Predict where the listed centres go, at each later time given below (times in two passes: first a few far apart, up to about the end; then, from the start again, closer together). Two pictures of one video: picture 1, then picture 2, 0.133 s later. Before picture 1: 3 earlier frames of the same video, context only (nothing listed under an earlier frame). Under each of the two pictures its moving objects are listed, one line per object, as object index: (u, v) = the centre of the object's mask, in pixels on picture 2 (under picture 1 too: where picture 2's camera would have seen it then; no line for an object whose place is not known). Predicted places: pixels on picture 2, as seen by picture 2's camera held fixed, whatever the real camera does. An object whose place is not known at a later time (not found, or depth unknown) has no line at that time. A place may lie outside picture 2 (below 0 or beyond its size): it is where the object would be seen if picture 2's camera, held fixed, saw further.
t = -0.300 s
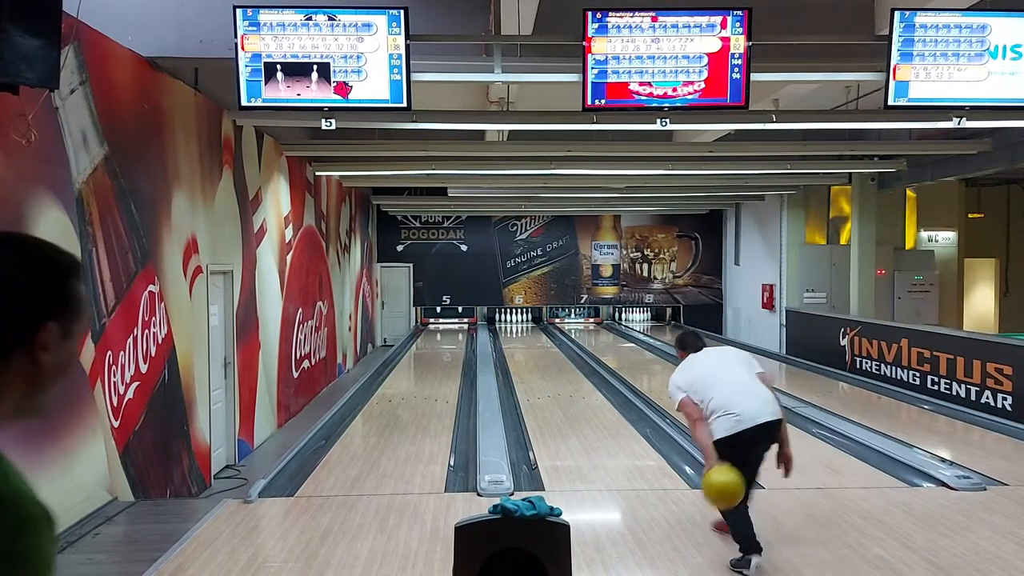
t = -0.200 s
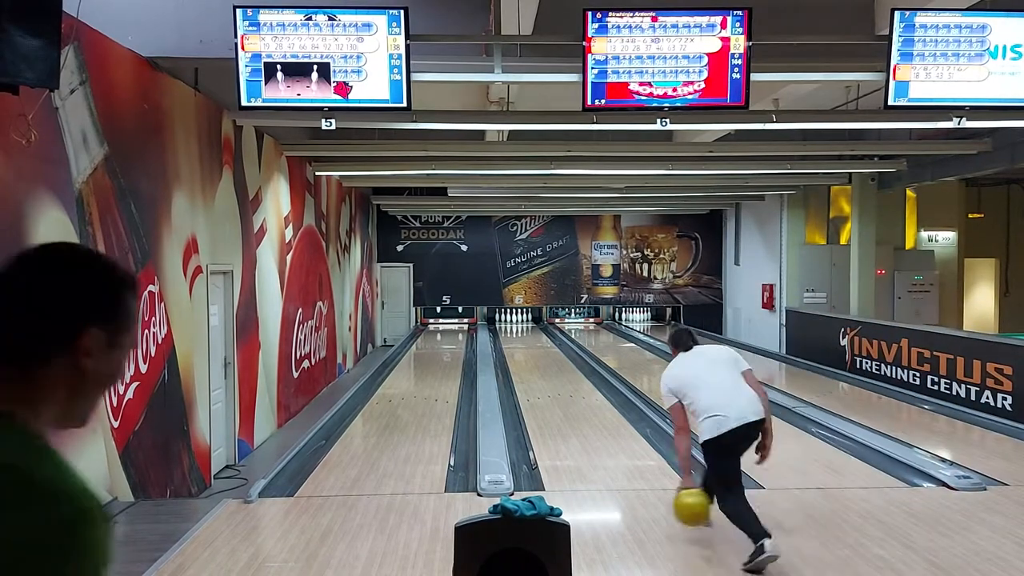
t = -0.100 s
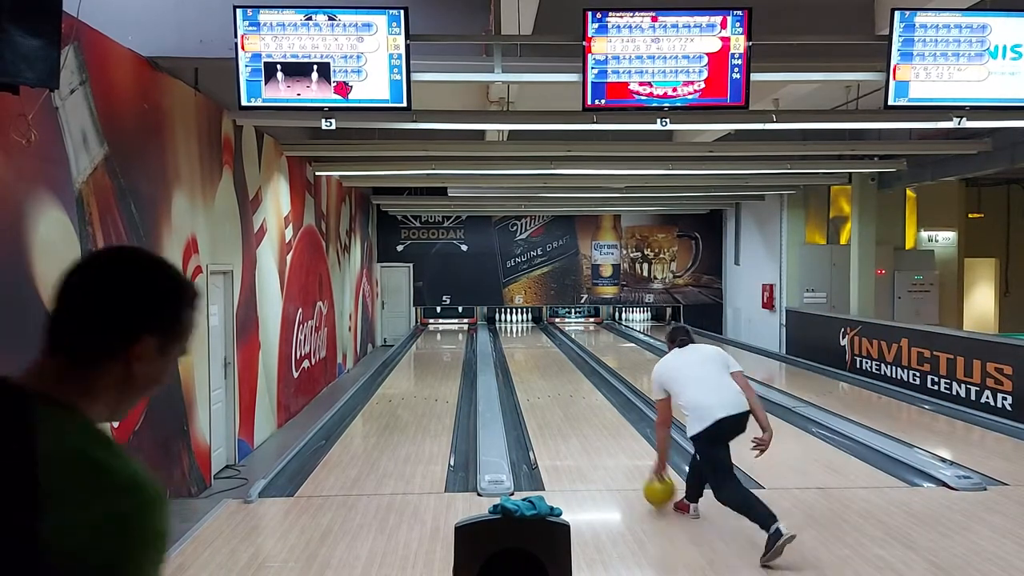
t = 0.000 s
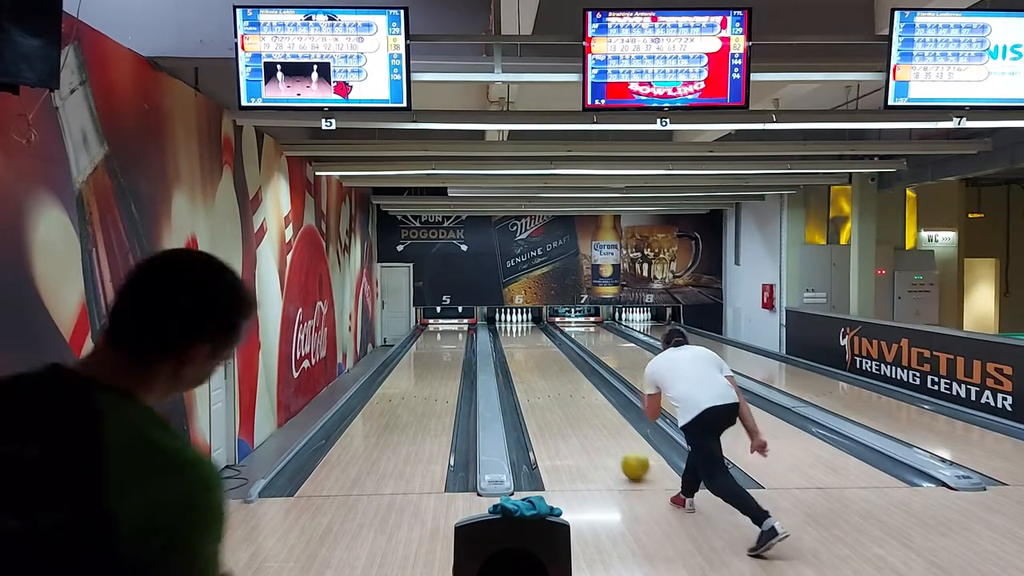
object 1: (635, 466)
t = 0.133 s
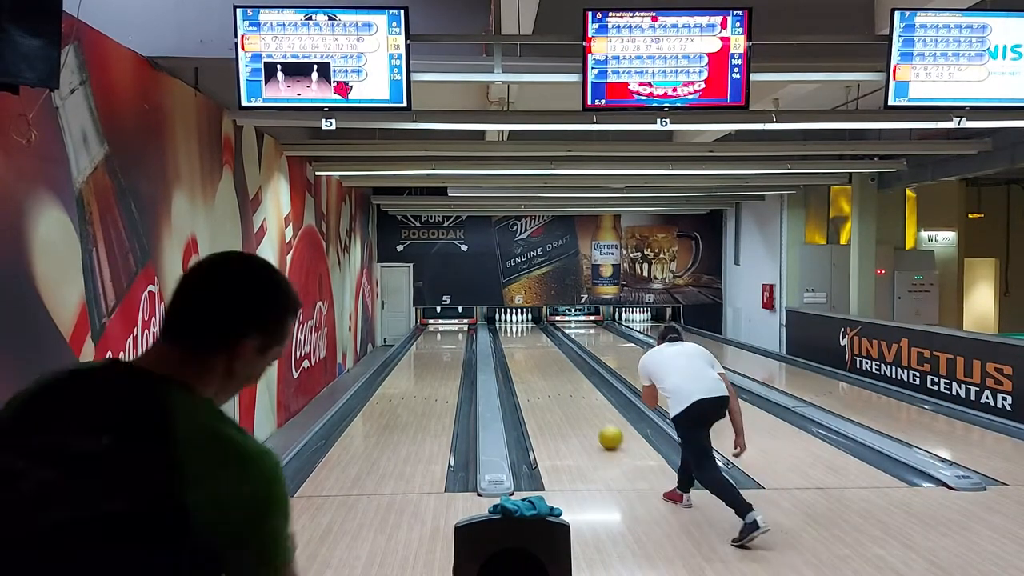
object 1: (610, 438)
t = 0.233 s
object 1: (596, 421)
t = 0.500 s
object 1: (570, 390)
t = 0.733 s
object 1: (554, 371)
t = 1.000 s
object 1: (541, 356)
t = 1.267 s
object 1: (531, 344)
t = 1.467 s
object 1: (526, 337)
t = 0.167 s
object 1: (605, 432)
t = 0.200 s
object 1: (601, 426)
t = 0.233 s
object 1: (596, 421)
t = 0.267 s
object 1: (592, 416)
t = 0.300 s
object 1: (588, 412)
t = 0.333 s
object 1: (585, 407)
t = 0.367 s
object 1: (581, 403)
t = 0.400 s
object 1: (578, 400)
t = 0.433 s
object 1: (575, 396)
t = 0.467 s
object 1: (572, 393)
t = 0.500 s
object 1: (570, 390)
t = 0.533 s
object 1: (567, 387)
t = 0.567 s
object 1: (564, 383)
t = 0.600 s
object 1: (562, 380)
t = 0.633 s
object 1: (560, 378)
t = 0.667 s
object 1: (557, 375)
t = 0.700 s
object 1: (556, 373)
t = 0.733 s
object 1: (554, 371)
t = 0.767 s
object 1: (552, 368)
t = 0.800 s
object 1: (550, 366)
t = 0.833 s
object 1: (548, 364)
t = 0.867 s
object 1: (547, 363)
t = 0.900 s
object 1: (545, 360)
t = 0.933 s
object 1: (543, 359)
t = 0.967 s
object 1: (542, 357)
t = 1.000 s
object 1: (541, 356)
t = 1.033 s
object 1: (539, 354)
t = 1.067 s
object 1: (538, 352)
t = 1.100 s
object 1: (537, 351)
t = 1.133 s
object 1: (536, 349)
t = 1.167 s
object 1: (535, 348)
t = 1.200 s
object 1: (534, 347)
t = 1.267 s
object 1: (531, 344)
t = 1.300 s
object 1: (531, 343)
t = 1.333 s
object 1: (529, 342)
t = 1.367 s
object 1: (529, 340)
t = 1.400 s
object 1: (528, 340)
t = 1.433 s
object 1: (527, 339)
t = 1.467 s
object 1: (526, 337)
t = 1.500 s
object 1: (524, 336)
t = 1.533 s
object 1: (524, 336)
